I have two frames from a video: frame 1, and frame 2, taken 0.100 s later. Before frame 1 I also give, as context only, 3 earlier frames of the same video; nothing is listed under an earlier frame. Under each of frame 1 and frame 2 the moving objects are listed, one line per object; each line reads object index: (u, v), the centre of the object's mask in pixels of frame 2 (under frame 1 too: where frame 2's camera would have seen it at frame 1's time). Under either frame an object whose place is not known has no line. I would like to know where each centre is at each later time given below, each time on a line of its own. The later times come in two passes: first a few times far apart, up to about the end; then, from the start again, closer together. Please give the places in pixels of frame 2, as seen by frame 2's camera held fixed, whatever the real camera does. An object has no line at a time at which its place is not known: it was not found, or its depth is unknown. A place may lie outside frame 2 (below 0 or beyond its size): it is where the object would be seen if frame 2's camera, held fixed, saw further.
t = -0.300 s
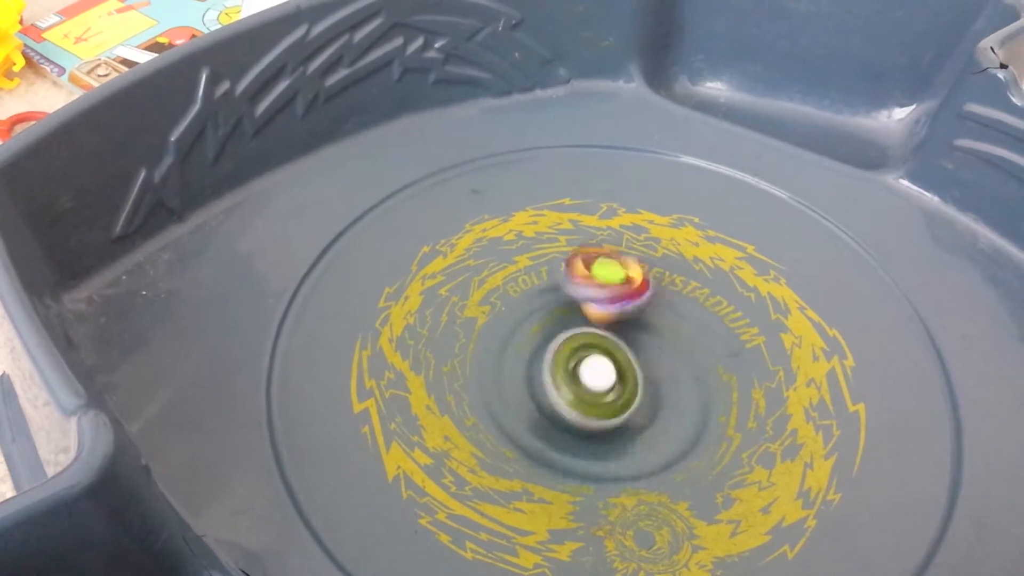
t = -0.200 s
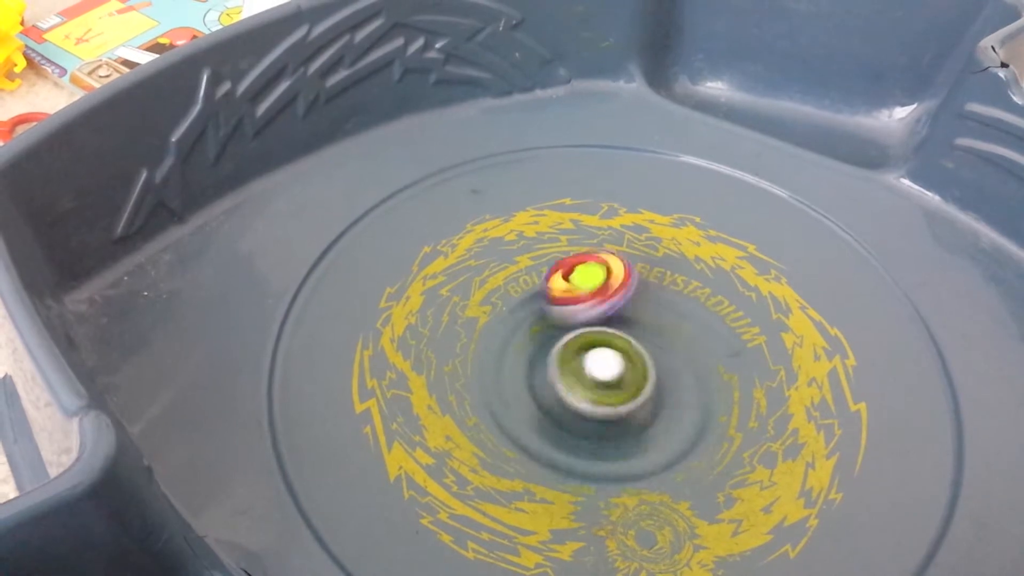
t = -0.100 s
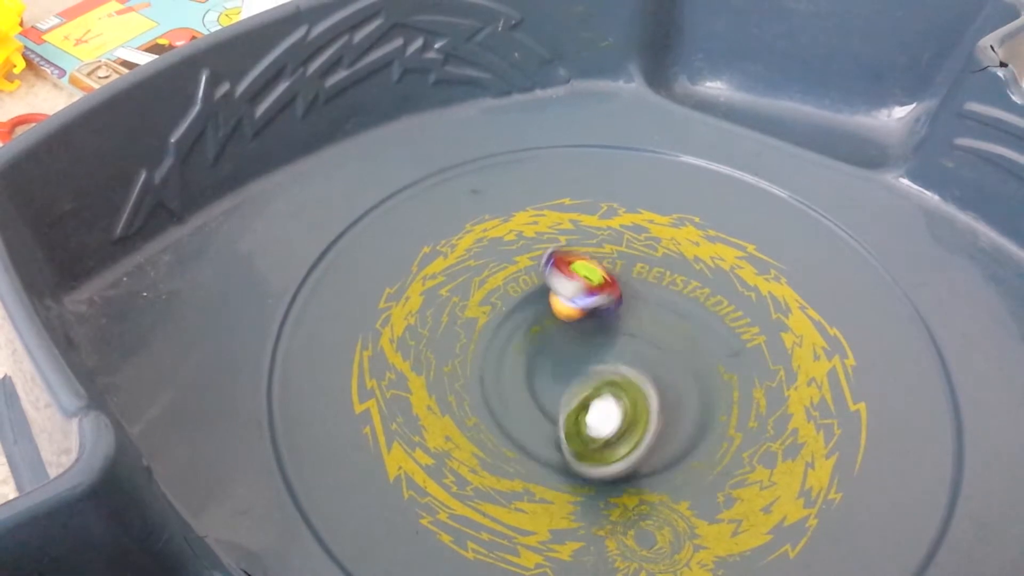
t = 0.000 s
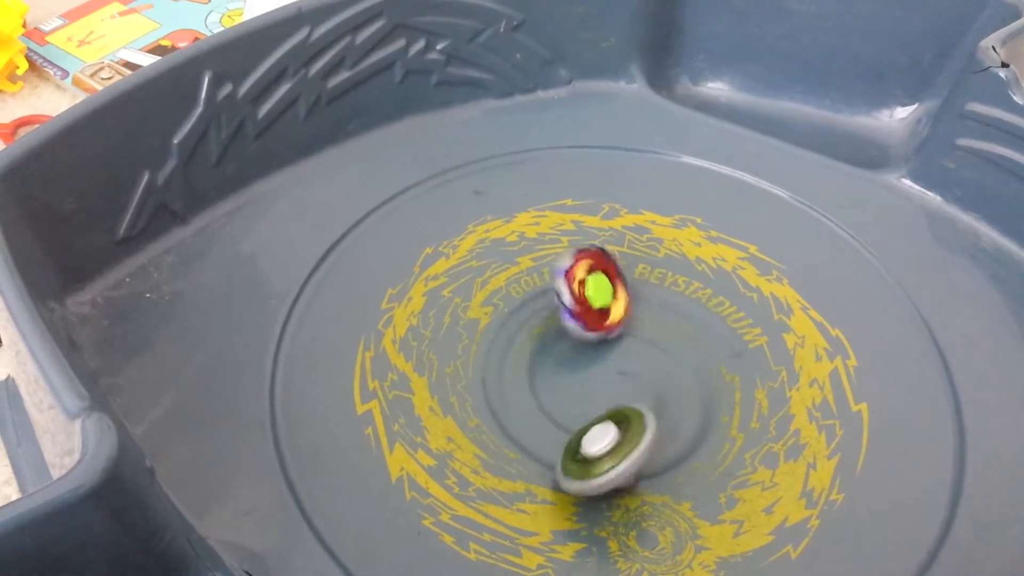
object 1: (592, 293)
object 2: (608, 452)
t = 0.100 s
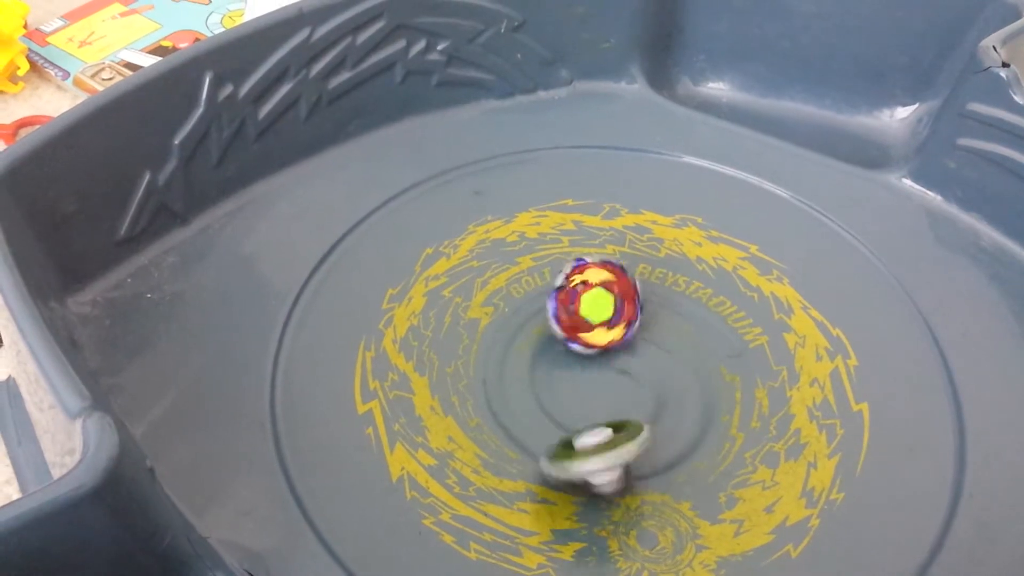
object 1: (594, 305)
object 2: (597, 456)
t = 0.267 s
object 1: (598, 322)
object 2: (578, 434)
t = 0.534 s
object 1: (598, 322)
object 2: (539, 410)
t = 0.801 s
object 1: (598, 322)
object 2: (566, 421)
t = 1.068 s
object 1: (597, 322)
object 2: (565, 421)
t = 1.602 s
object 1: (599, 323)
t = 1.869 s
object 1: (598, 323)
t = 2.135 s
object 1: (598, 322)
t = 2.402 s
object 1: (599, 322)
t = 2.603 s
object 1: (597, 323)
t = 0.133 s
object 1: (595, 310)
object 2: (592, 452)
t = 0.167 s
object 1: (595, 314)
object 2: (587, 450)
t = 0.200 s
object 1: (596, 318)
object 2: (585, 446)
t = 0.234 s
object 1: (597, 321)
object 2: (581, 441)
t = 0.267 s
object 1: (598, 322)
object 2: (578, 434)
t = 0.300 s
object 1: (598, 322)
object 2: (575, 427)
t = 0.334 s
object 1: (598, 322)
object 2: (571, 420)
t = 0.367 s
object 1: (598, 322)
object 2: (564, 416)
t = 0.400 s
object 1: (598, 322)
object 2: (557, 414)
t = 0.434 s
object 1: (598, 322)
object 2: (549, 412)
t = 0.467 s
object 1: (598, 322)
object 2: (543, 411)
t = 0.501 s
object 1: (598, 322)
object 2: (540, 411)
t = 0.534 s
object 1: (598, 322)
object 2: (539, 410)
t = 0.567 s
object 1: (598, 322)
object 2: (540, 410)
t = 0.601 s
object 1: (598, 322)
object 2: (541, 410)
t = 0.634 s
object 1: (598, 322)
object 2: (545, 411)
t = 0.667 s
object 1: (598, 322)
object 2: (549, 412)
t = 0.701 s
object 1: (598, 322)
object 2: (554, 414)
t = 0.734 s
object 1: (598, 322)
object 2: (559, 417)
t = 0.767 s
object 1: (598, 322)
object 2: (563, 419)
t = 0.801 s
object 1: (598, 322)
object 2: (566, 421)
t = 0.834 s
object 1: (598, 322)
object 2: (566, 421)
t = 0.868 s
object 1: (598, 322)
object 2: (566, 421)
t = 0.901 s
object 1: (598, 322)
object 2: (565, 420)
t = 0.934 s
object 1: (598, 322)
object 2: (564, 419)
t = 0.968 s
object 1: (598, 322)
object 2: (564, 419)
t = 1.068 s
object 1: (597, 322)
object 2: (565, 421)
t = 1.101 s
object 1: (597, 322)
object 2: (565, 420)
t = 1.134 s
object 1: (598, 322)
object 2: (566, 420)
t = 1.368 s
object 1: (597, 322)
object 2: (564, 420)
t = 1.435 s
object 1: (597, 322)
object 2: (564, 419)
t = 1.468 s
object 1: (597, 322)
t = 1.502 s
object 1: (598, 323)
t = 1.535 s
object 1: (598, 323)
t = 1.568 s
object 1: (598, 323)
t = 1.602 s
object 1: (599, 323)
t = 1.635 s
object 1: (599, 323)
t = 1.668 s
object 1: (599, 323)
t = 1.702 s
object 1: (598, 322)
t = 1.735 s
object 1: (598, 322)
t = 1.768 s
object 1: (598, 322)
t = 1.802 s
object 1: (598, 322)
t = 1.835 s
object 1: (598, 323)
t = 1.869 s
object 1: (598, 323)
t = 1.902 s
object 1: (598, 323)
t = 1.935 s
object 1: (598, 322)
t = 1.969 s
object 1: (599, 322)
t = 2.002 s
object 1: (598, 322)
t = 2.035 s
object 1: (597, 323)
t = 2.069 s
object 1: (597, 323)
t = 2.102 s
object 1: (598, 322)
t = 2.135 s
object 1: (598, 322)
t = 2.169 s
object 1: (597, 322)
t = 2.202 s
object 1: (598, 324)
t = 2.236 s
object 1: (597, 323)
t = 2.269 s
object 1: (597, 322)
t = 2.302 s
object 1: (598, 321)
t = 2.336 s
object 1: (599, 322)
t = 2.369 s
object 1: (599, 322)
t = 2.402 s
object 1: (599, 322)
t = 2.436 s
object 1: (599, 323)
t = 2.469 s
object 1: (597, 322)
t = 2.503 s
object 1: (598, 322)
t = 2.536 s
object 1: (598, 322)
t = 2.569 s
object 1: (597, 322)
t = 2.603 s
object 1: (597, 323)
